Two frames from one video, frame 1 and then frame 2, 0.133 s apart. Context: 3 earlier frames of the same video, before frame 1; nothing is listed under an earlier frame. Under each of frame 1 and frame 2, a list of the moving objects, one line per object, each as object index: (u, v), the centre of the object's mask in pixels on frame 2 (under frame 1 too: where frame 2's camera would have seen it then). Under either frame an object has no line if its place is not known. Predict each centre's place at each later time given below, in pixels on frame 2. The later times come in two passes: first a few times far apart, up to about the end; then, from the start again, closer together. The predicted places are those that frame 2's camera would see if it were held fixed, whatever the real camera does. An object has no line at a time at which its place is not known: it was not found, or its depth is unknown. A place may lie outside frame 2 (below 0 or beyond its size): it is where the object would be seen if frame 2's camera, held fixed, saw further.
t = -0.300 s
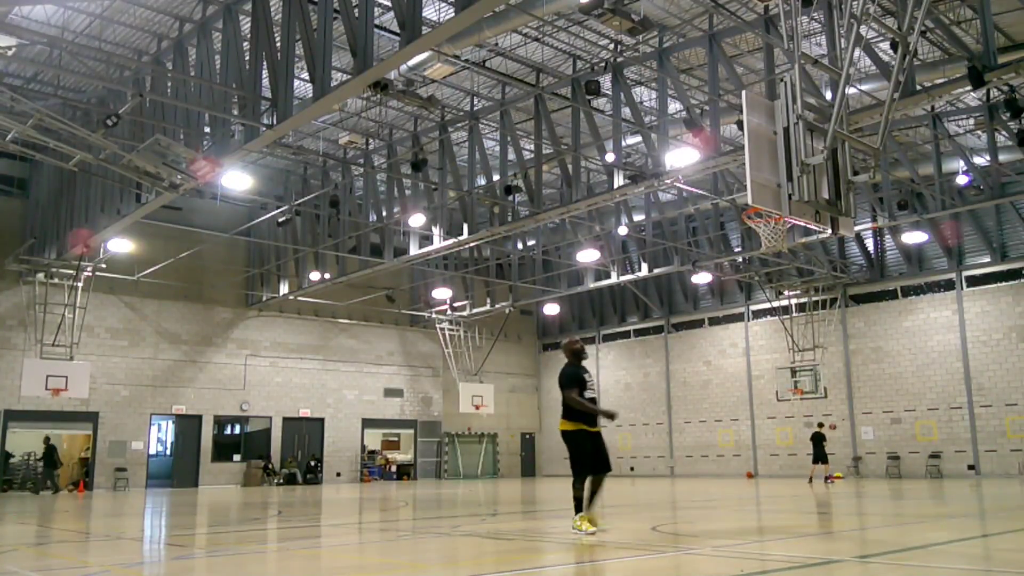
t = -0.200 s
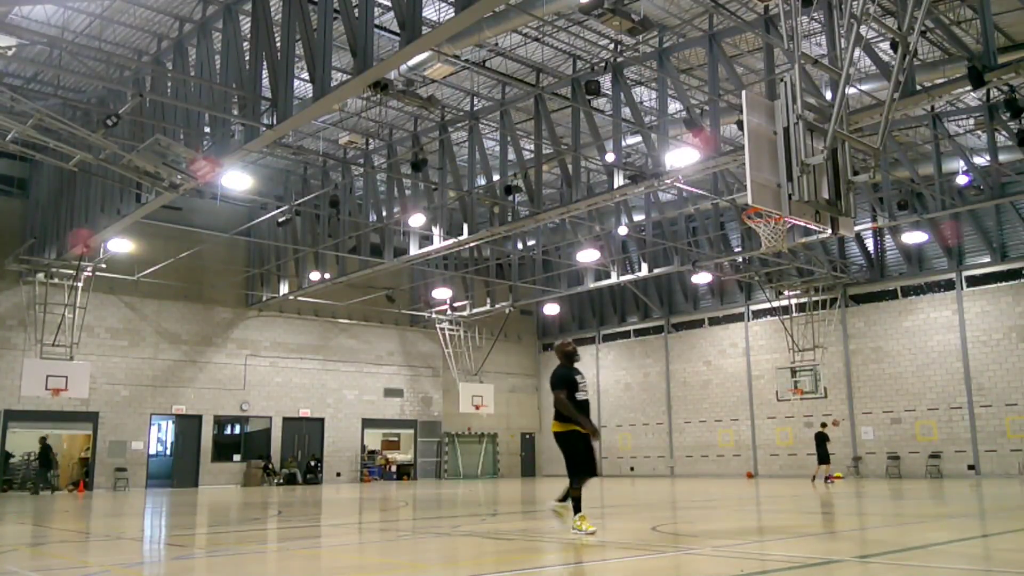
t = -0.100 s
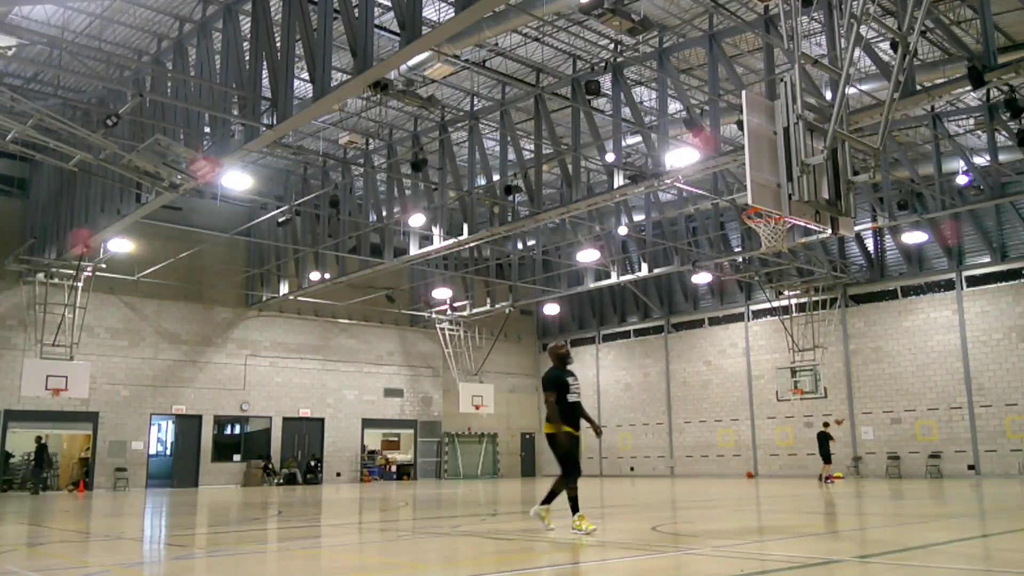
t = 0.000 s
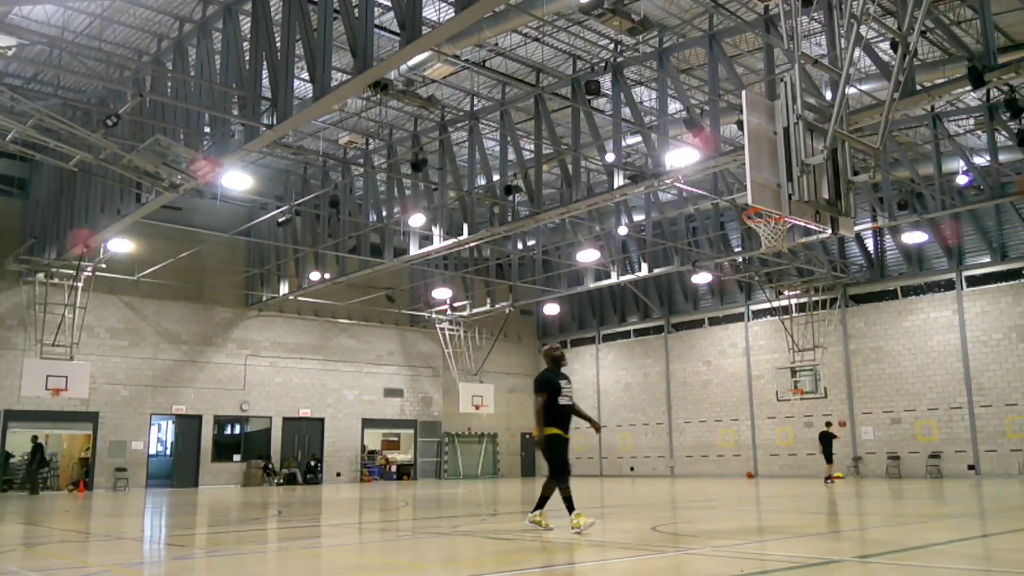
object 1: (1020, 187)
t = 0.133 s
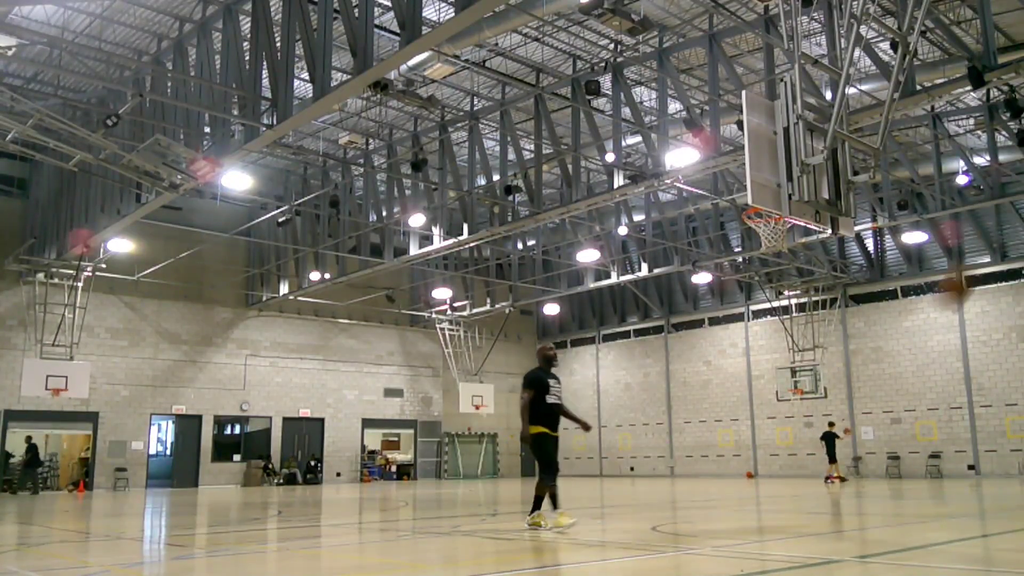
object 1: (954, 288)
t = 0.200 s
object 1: (921, 344)
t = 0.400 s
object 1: (822, 522)
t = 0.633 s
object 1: (753, 399)
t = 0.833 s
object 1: (704, 352)
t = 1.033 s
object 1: (663, 349)
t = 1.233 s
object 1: (627, 386)
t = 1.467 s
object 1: (591, 475)
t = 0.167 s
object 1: (937, 316)
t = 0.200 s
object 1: (921, 344)
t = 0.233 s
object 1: (903, 373)
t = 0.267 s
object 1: (888, 401)
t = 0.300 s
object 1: (871, 433)
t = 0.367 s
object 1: (837, 500)
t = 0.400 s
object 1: (822, 522)
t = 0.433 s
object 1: (810, 501)
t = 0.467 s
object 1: (800, 478)
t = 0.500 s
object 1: (790, 461)
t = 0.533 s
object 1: (779, 441)
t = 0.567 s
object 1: (771, 426)
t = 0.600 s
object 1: (763, 412)
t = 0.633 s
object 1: (753, 399)
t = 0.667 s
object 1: (744, 388)
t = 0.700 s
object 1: (735, 377)
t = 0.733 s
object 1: (728, 369)
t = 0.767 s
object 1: (719, 362)
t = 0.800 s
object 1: (712, 356)
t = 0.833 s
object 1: (704, 352)
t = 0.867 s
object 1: (697, 349)
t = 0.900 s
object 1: (690, 347)
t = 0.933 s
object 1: (683, 345)
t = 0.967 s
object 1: (677, 346)
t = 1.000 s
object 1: (670, 347)
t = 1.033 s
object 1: (663, 349)
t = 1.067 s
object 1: (658, 353)
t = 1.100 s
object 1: (651, 357)
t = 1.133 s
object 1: (645, 363)
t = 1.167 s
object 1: (639, 370)
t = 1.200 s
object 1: (633, 378)
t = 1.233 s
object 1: (627, 386)
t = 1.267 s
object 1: (622, 396)
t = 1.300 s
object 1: (617, 407)
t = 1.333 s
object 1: (612, 418)
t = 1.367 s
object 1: (606, 432)
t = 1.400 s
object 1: (601, 447)
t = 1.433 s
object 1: (596, 461)
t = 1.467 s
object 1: (591, 475)
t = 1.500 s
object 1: (585, 495)
